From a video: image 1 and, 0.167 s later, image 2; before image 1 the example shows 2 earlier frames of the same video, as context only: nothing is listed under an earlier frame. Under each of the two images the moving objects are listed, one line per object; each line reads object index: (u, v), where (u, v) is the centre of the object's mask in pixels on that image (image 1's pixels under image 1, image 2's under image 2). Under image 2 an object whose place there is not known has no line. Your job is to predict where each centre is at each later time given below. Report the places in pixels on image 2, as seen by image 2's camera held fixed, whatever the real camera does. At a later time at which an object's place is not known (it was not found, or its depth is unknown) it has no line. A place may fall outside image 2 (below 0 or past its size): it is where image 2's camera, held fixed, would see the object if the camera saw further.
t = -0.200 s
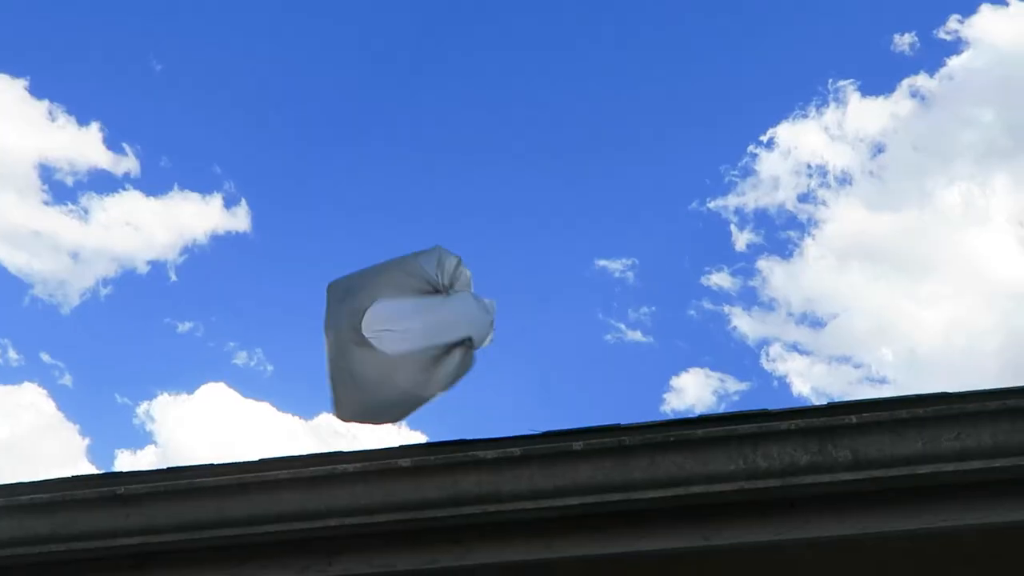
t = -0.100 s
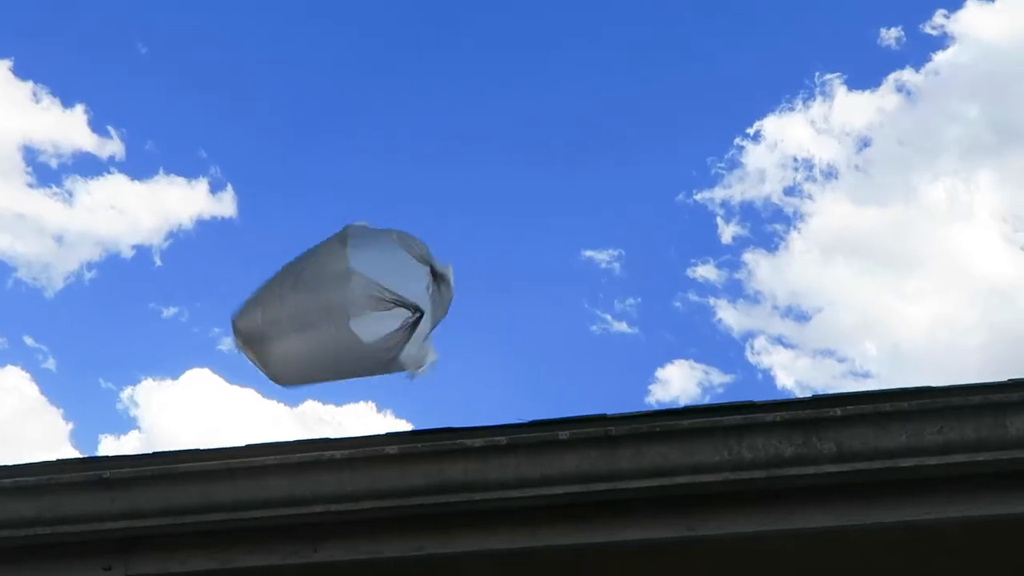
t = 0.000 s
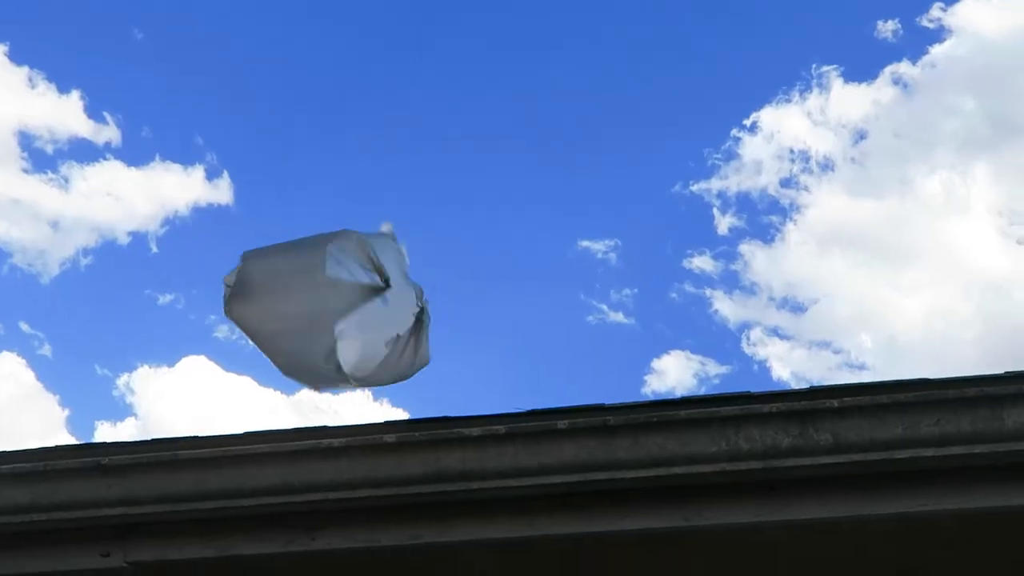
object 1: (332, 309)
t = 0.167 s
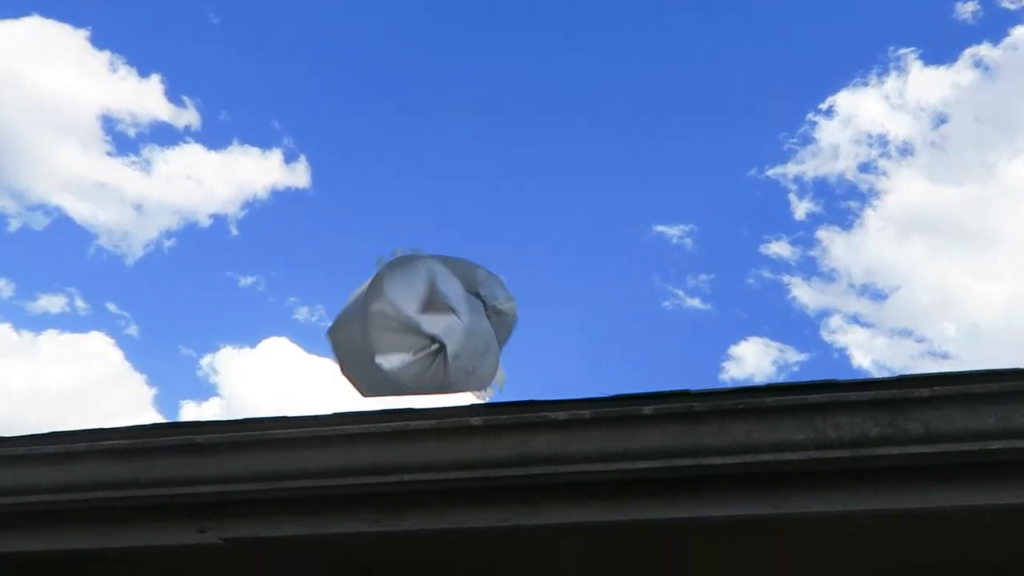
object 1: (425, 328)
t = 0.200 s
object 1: (417, 329)
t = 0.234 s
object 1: (407, 330)
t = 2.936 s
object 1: (536, 342)
